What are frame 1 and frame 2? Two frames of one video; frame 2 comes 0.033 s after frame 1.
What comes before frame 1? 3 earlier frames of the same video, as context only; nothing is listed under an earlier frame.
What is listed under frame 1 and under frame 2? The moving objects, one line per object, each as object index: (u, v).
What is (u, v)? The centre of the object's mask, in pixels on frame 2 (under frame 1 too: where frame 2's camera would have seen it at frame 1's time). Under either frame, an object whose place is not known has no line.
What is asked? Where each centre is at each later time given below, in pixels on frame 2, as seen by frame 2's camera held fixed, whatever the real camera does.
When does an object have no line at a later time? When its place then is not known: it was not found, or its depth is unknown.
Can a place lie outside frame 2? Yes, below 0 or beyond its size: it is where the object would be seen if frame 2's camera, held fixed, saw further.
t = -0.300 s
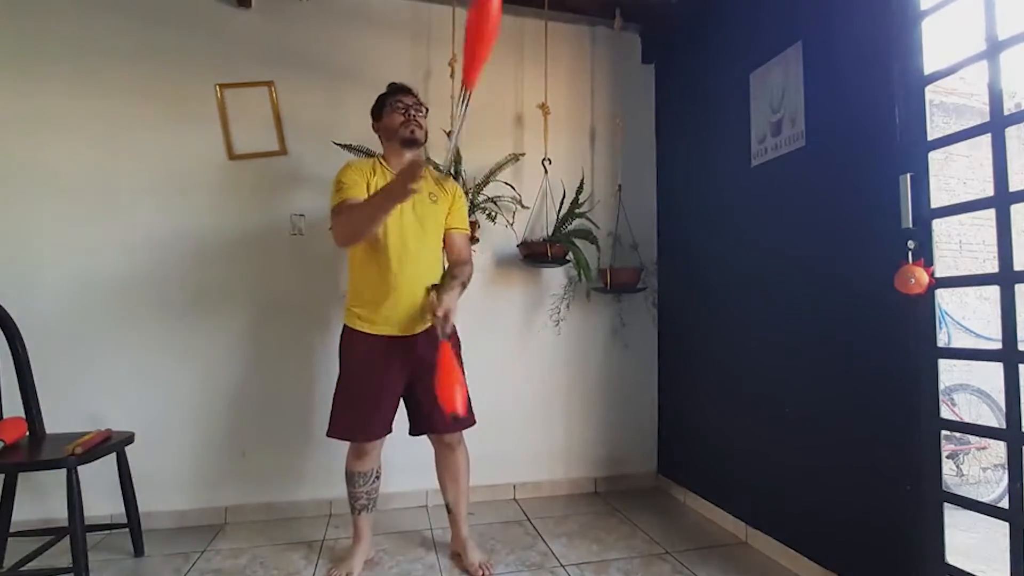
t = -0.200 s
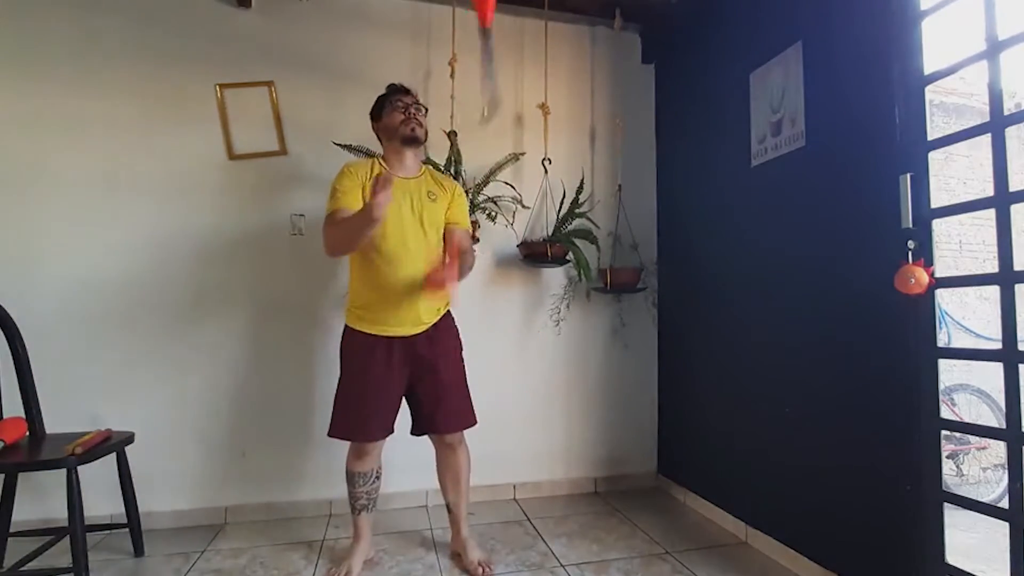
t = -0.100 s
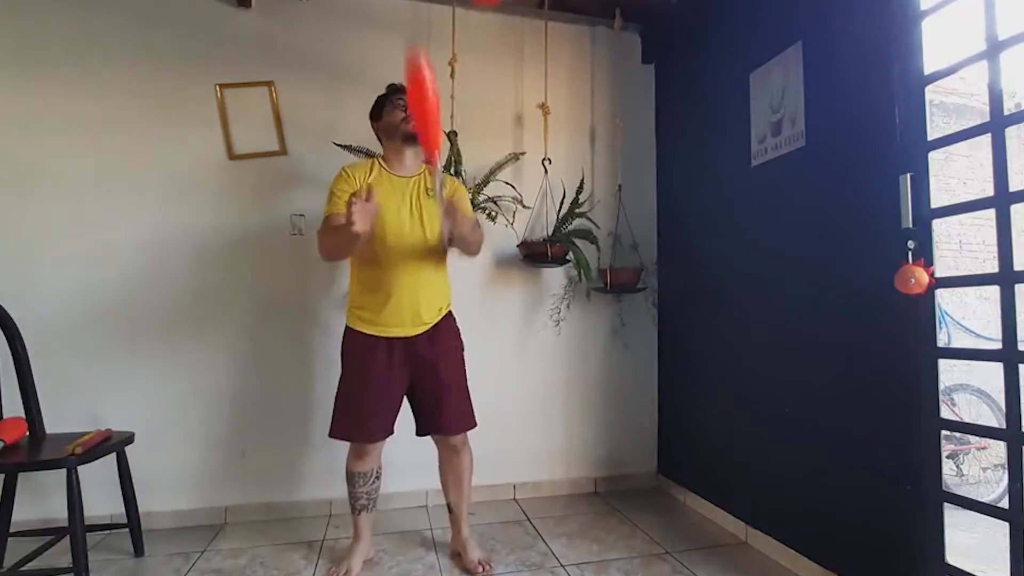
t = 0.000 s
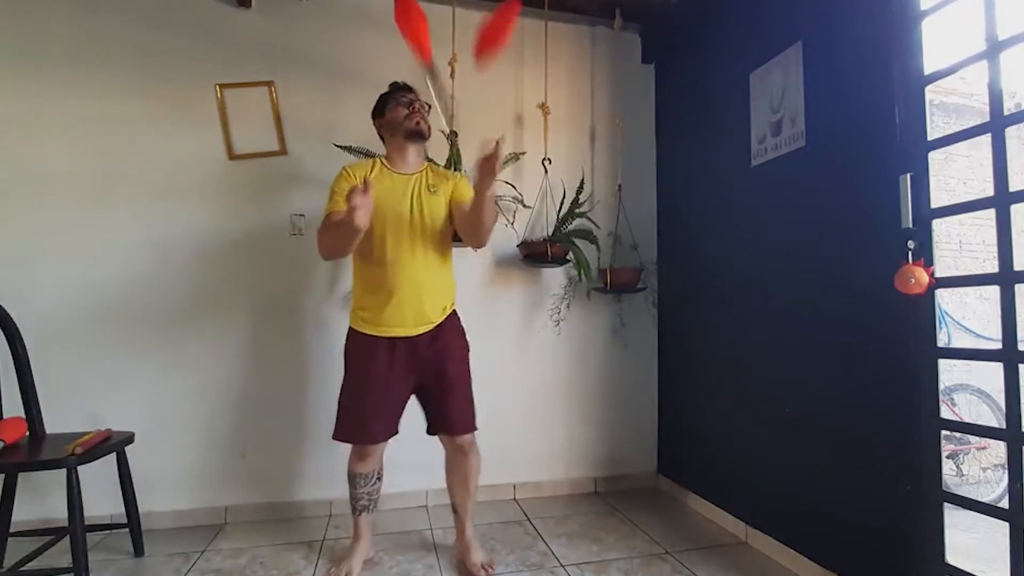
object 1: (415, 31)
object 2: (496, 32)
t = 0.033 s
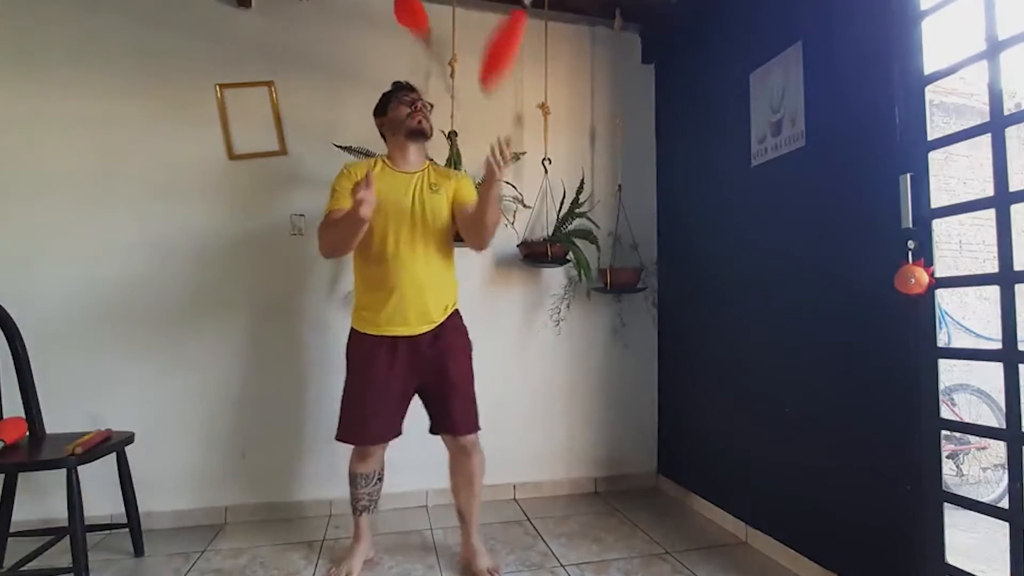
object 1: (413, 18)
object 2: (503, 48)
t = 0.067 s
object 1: (409, 11)
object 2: (511, 63)
